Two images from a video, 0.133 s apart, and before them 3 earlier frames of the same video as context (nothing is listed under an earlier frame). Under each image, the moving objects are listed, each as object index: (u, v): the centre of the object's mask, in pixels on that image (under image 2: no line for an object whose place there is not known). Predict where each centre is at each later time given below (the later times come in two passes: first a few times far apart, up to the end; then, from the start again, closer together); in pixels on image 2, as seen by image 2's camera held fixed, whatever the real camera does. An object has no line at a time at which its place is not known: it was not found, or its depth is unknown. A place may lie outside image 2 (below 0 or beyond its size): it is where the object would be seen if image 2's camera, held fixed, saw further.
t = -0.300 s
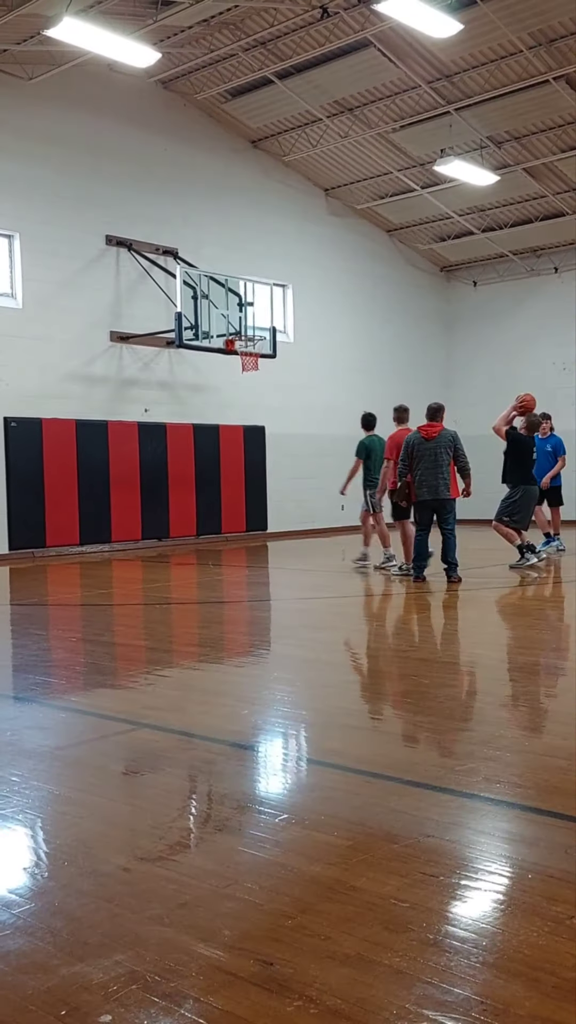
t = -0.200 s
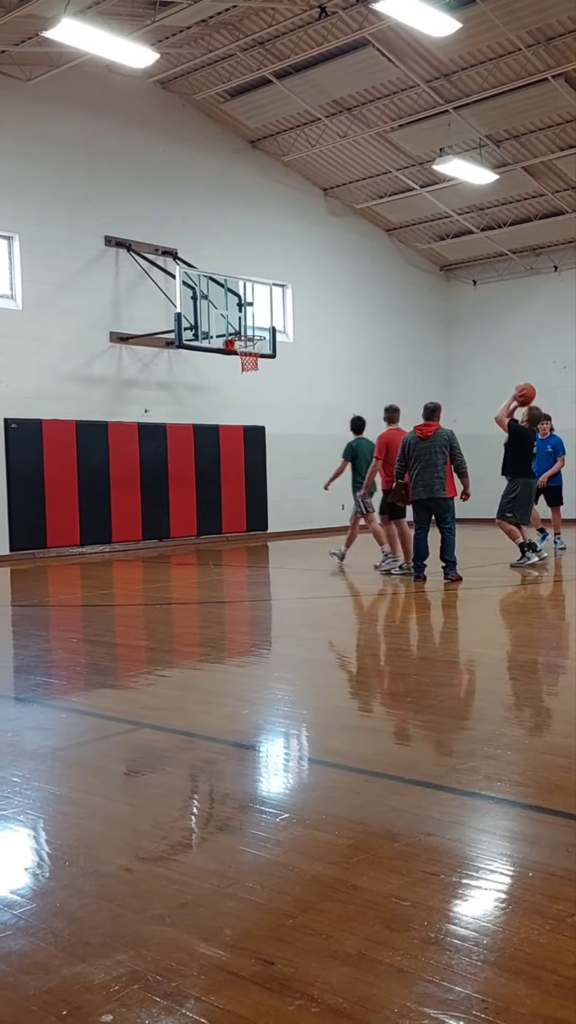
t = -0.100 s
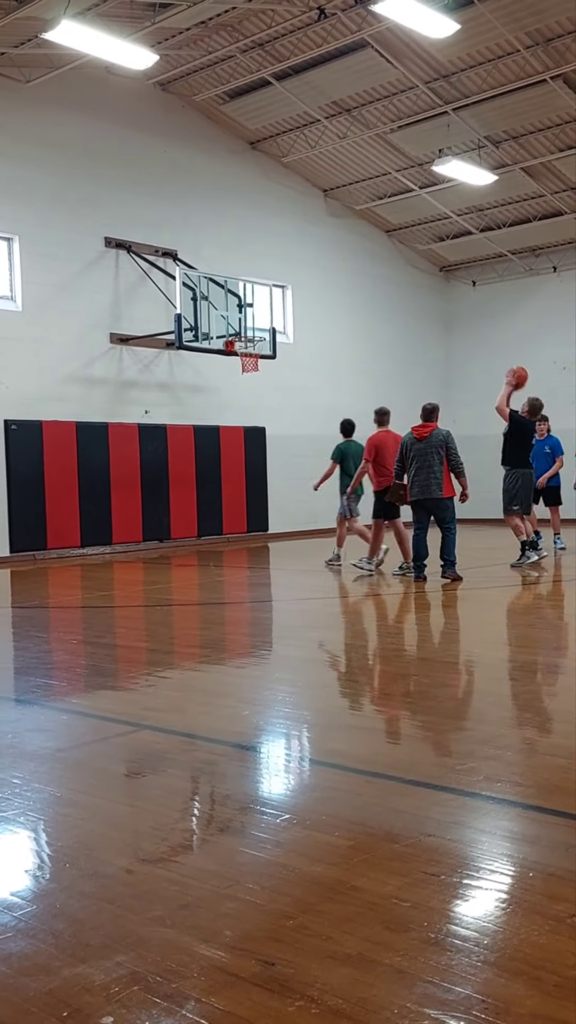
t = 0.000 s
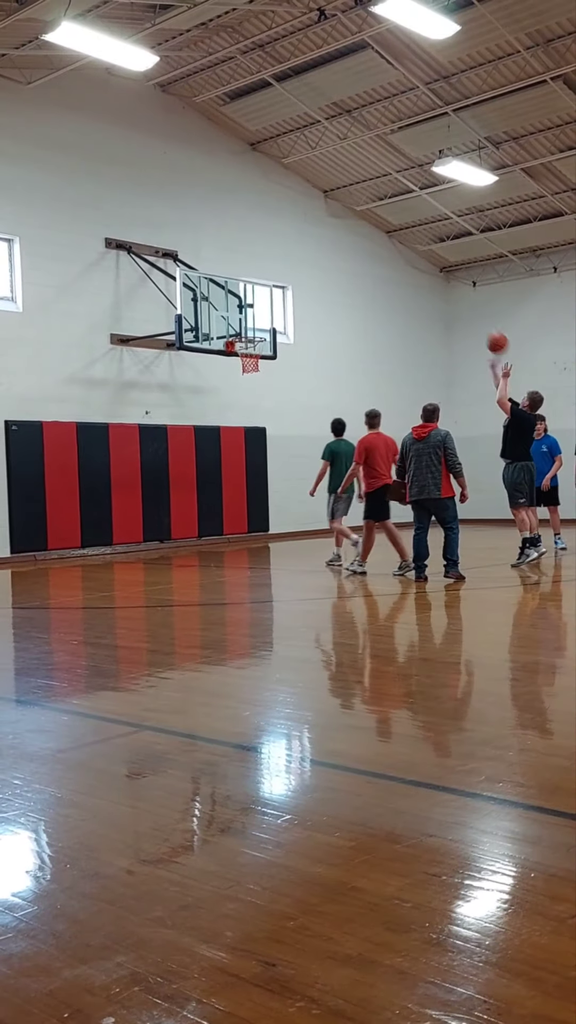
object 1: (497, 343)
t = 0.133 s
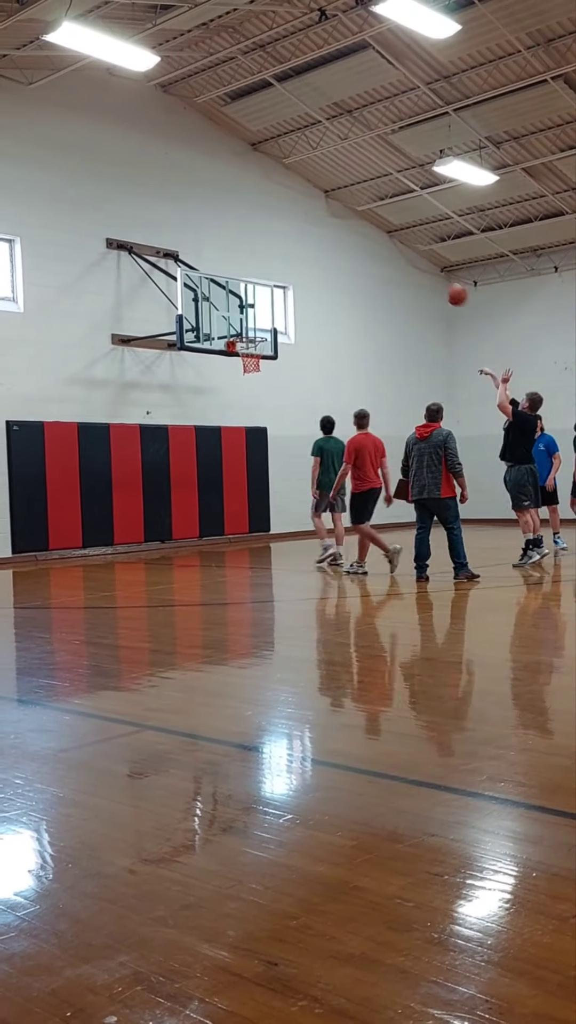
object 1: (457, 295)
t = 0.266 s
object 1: (419, 265)
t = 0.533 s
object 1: (351, 252)
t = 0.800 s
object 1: (293, 292)
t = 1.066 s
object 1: (285, 311)
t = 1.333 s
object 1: (331, 298)
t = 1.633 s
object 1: (386, 346)
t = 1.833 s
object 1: (424, 416)
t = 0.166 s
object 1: (448, 286)
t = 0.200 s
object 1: (438, 278)
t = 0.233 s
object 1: (429, 271)
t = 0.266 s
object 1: (419, 265)
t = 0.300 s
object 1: (410, 261)
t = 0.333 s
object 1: (401, 257)
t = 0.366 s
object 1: (392, 254)
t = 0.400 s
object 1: (384, 252)
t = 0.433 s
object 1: (376, 251)
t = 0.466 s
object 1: (368, 250)
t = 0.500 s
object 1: (359, 251)
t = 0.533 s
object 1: (351, 252)
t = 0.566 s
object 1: (343, 255)
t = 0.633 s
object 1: (328, 262)
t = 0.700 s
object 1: (314, 272)
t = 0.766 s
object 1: (300, 284)
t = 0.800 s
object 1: (293, 292)
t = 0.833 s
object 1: (286, 301)
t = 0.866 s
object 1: (280, 309)
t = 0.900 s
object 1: (273, 319)
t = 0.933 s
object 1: (267, 329)
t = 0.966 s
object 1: (268, 329)
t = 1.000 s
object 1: (274, 322)
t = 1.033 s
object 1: (280, 316)
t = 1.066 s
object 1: (285, 311)
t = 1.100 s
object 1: (291, 307)
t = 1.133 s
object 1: (297, 303)
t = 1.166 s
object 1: (302, 300)
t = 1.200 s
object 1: (308, 298)
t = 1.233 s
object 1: (314, 297)
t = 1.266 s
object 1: (319, 297)
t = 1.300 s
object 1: (325, 297)
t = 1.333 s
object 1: (331, 298)
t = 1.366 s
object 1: (337, 300)
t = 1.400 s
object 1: (343, 303)
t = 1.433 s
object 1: (350, 307)
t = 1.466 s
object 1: (356, 311)
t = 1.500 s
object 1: (362, 316)
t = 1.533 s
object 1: (368, 323)
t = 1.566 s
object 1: (374, 330)
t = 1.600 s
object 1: (380, 338)
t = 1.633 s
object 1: (386, 346)
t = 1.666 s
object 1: (393, 356)
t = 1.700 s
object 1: (399, 366)
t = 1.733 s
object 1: (405, 378)
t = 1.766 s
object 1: (411, 389)
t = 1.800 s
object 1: (417, 402)
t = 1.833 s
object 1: (424, 416)
